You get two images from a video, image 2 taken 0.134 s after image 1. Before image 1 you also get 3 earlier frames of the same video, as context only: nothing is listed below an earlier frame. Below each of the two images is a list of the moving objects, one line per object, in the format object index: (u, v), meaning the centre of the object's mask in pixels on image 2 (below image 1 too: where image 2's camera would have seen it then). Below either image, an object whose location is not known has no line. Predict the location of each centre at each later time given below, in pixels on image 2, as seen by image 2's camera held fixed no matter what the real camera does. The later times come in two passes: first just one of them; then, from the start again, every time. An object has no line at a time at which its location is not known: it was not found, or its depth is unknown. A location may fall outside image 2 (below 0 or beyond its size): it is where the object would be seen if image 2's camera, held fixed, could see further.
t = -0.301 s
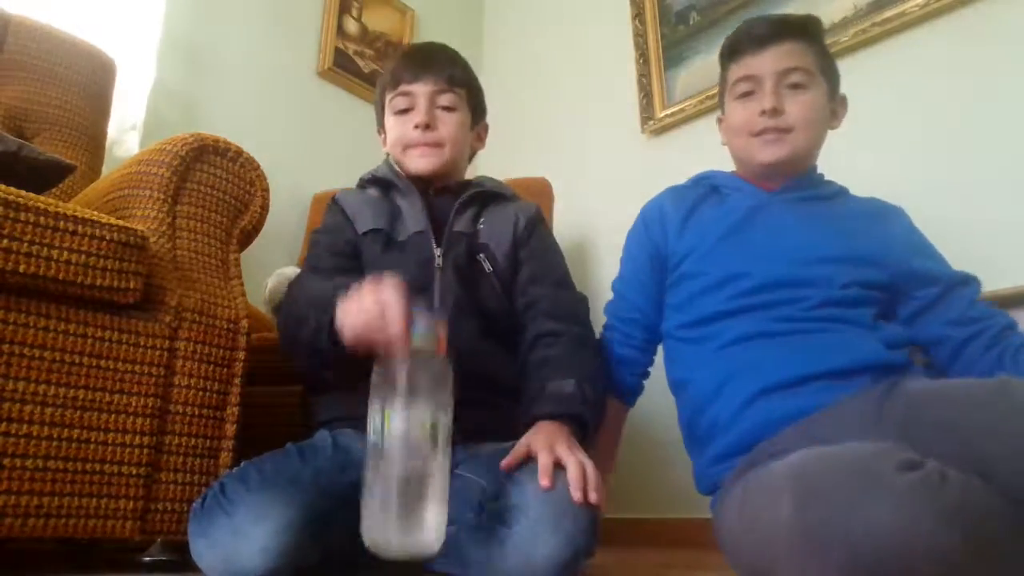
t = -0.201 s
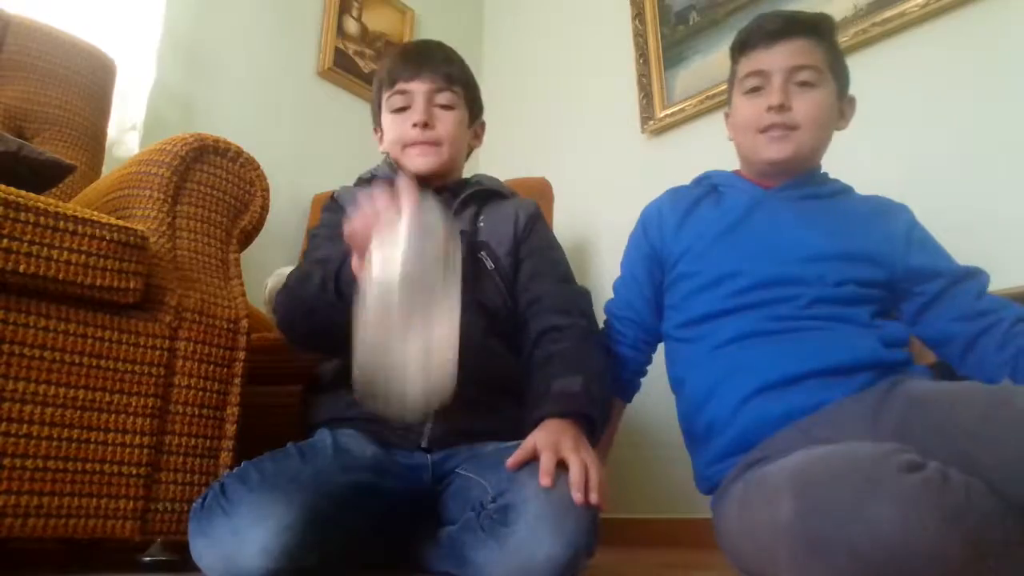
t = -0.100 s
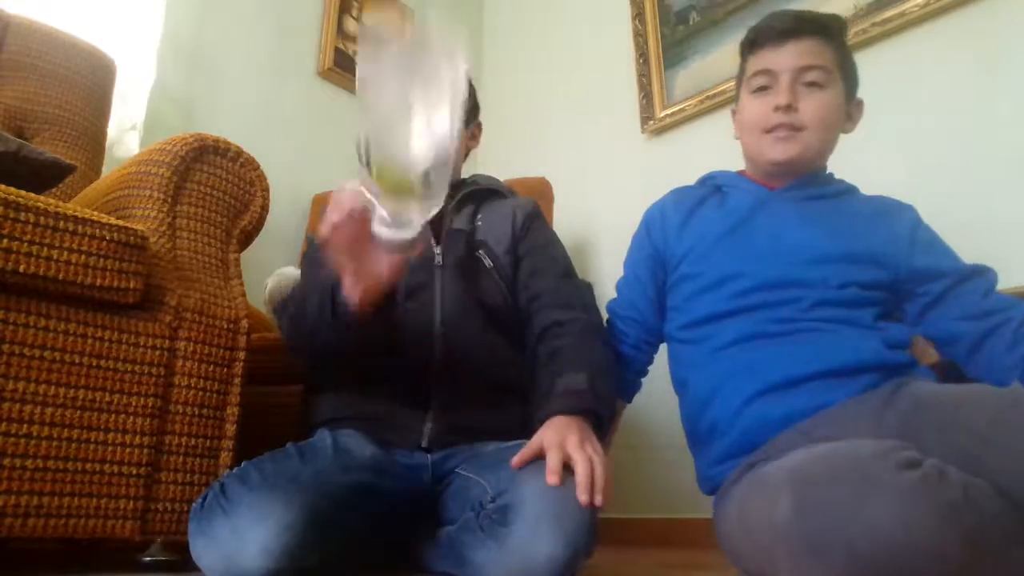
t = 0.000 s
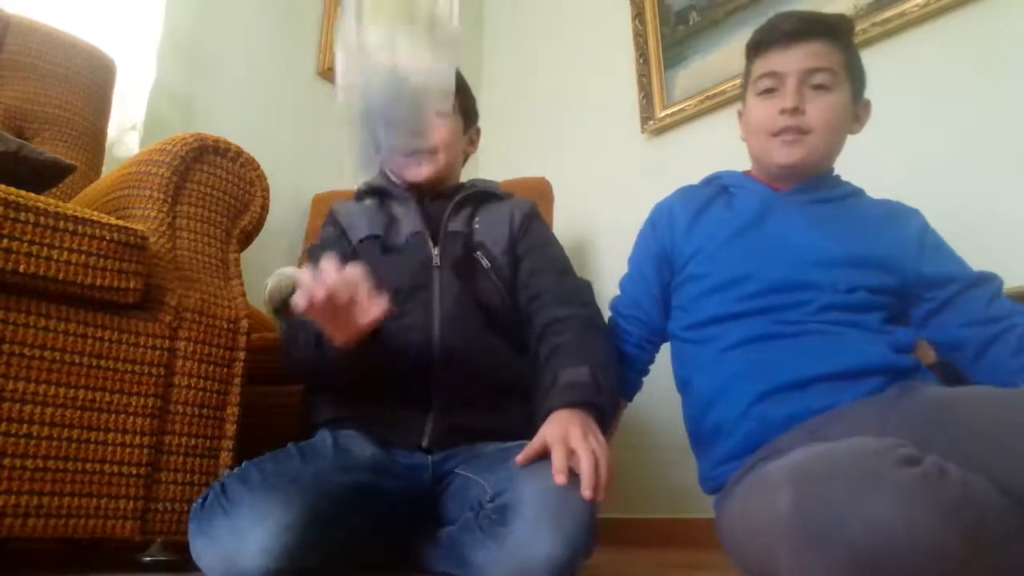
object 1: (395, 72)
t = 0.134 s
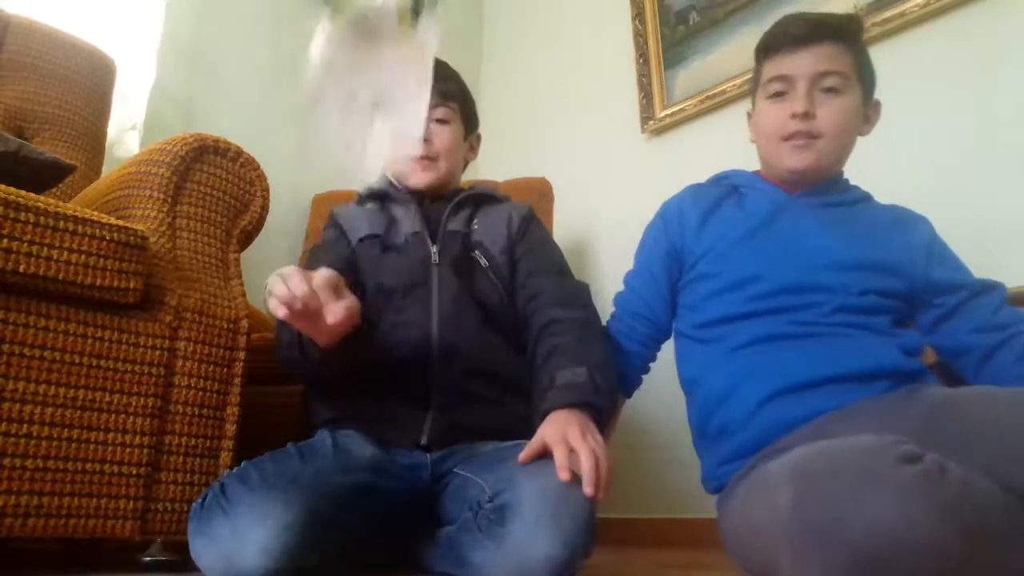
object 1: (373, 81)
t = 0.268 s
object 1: (278, 345)
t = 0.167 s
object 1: (357, 128)
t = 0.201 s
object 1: (331, 207)
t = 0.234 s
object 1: (301, 299)
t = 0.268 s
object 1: (278, 345)
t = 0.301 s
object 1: (263, 347)
